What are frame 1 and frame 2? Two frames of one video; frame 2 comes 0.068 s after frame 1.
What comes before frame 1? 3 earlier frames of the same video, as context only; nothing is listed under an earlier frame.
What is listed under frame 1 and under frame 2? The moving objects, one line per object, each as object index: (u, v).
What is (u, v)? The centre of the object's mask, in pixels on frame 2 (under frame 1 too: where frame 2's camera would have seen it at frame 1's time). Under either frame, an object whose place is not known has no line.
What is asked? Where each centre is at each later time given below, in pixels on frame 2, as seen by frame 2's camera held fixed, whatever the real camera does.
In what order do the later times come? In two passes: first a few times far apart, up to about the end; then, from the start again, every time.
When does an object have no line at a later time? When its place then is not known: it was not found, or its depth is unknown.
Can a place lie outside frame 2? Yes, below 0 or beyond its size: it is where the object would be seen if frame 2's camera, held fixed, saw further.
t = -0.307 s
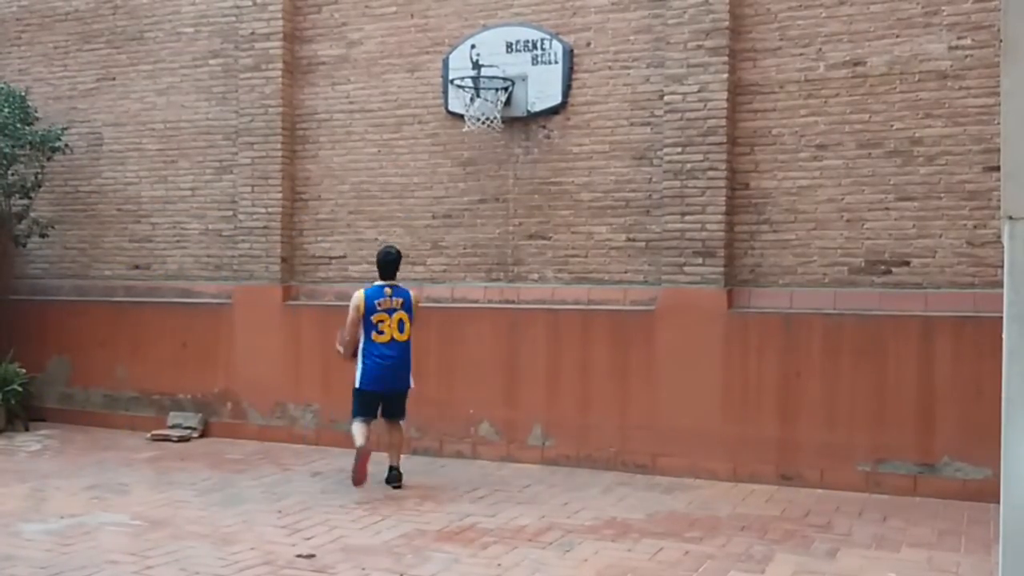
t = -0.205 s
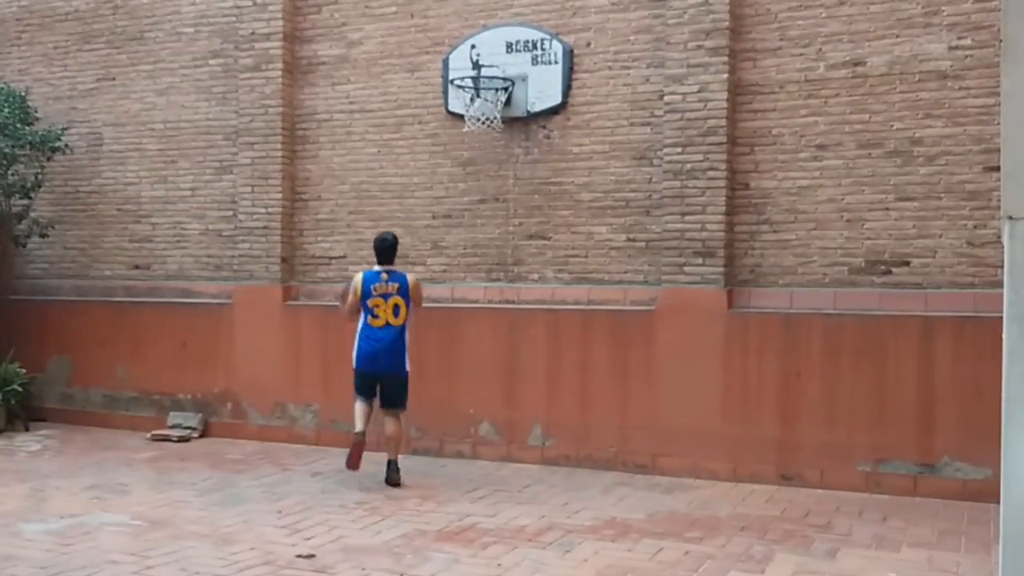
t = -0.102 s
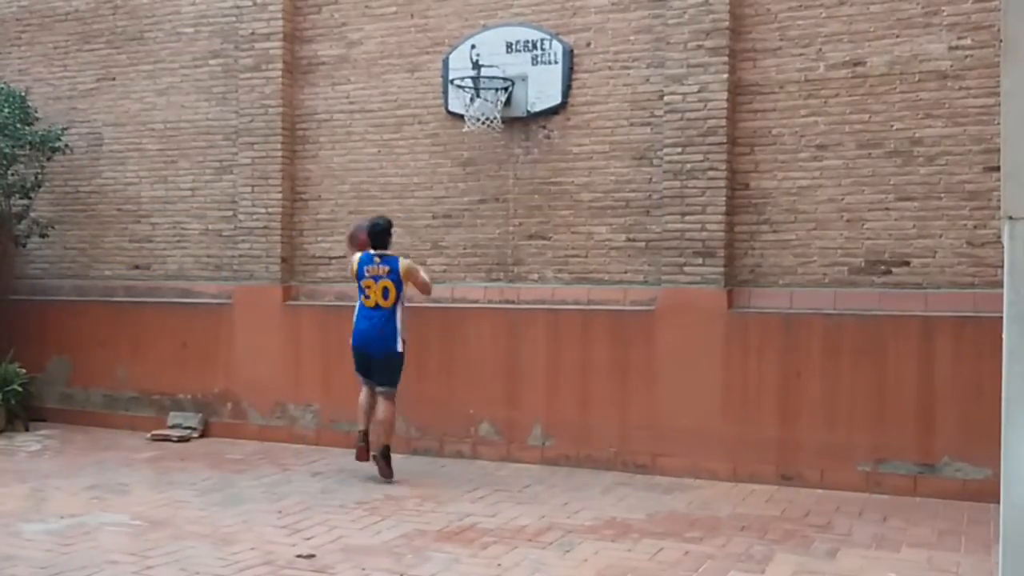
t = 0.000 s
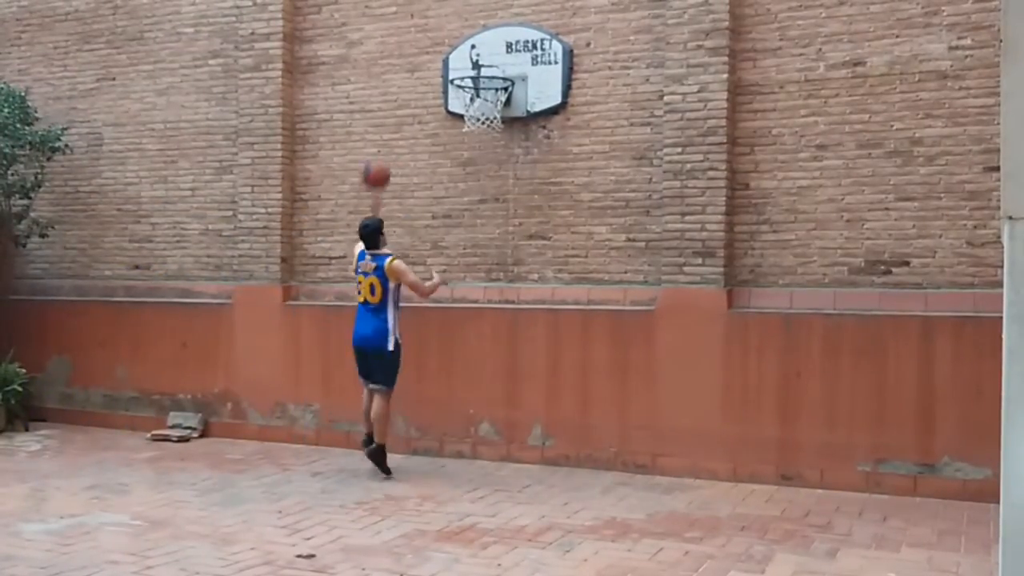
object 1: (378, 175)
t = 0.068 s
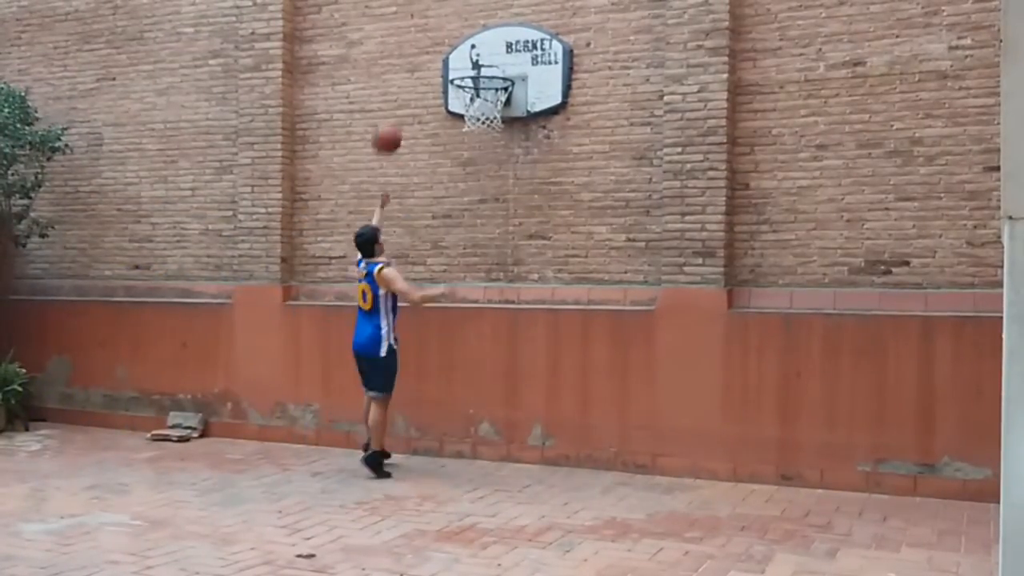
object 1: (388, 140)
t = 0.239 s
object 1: (413, 77)
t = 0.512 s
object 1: (453, 51)
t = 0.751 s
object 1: (449, 72)
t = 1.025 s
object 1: (397, 97)
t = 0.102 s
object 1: (392, 125)
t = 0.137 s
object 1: (398, 111)
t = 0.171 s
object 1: (405, 97)
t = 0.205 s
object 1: (408, 87)
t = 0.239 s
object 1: (413, 77)
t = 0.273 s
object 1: (418, 68)
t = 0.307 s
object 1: (423, 61)
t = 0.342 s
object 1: (428, 55)
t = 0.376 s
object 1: (433, 53)
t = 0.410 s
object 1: (439, 51)
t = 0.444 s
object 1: (444, 49)
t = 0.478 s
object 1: (448, 49)
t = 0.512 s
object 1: (453, 51)
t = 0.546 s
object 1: (454, 51)
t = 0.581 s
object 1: (454, 52)
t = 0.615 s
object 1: (455, 54)
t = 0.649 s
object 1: (455, 60)
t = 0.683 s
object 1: (455, 66)
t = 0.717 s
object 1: (455, 73)
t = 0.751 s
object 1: (449, 72)
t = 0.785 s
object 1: (443, 71)
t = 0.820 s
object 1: (437, 70)
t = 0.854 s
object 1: (431, 70)
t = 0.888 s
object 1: (423, 72)
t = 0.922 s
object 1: (417, 77)
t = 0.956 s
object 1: (410, 82)
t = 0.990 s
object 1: (404, 89)
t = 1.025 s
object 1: (397, 97)
